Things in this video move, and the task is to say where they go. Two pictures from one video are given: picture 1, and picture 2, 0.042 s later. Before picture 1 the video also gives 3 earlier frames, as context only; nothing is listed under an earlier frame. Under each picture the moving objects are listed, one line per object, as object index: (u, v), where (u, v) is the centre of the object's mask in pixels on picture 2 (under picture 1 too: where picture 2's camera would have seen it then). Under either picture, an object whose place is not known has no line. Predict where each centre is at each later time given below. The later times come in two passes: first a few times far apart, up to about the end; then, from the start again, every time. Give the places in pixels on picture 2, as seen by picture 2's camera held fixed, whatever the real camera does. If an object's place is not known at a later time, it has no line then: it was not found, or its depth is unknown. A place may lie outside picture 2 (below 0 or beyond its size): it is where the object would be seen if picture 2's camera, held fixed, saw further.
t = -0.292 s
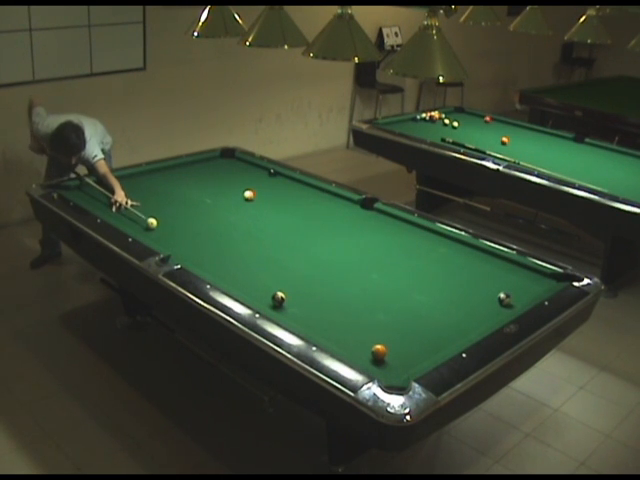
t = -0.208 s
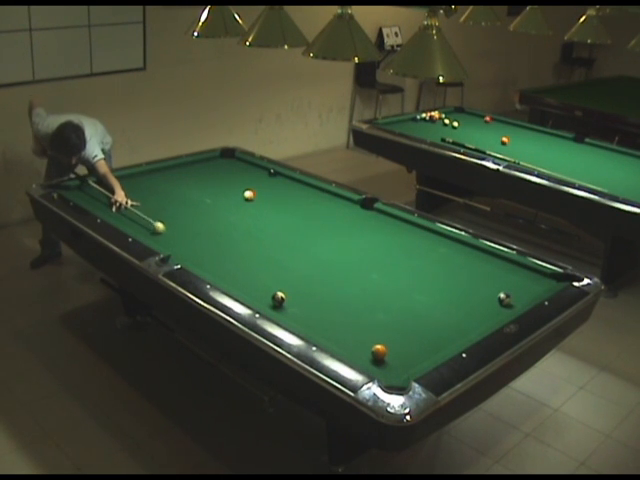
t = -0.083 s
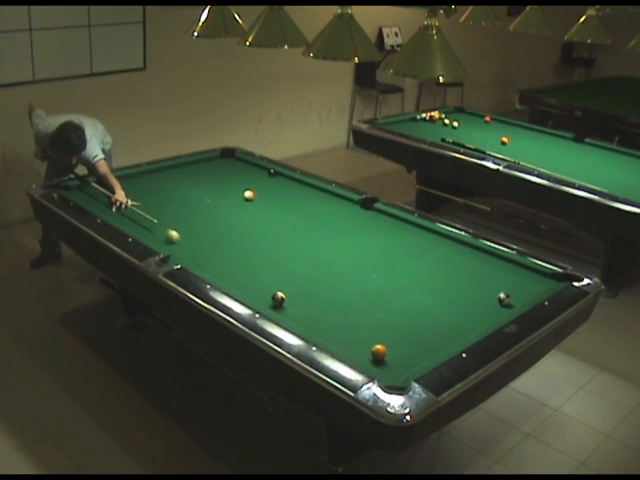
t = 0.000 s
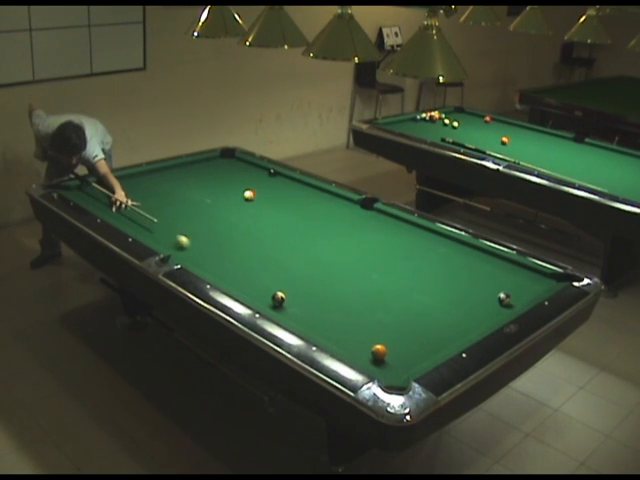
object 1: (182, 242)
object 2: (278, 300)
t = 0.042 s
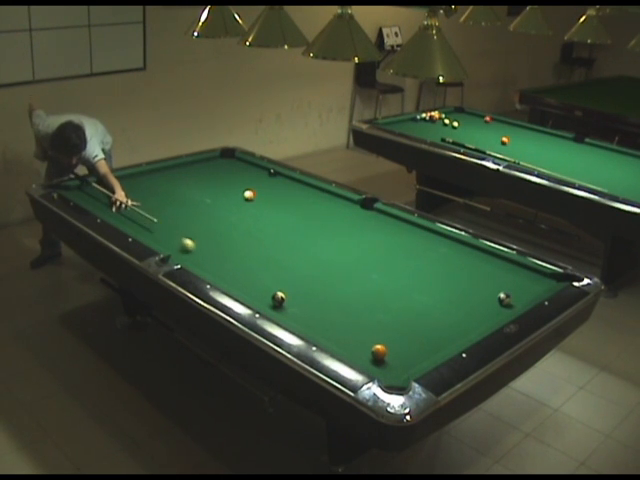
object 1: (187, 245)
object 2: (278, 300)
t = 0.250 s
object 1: (213, 261)
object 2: (278, 300)
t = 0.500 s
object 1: (248, 281)
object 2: (278, 300)
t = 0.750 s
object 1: (274, 294)
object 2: (290, 308)
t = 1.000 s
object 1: (283, 297)
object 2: (312, 323)
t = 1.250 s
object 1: (292, 299)
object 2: (332, 337)
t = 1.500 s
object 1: (299, 301)
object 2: (355, 351)
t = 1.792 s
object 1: (306, 302)
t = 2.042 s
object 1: (311, 303)
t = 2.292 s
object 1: (314, 304)
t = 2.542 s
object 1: (315, 304)
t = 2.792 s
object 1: (316, 304)
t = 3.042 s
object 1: (316, 304)
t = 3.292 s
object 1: (316, 304)
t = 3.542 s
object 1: (316, 304)
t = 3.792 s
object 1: (316, 304)
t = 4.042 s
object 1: (316, 304)
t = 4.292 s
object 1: (316, 304)
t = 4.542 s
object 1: (316, 304)
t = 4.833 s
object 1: (316, 304)
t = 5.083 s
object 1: (316, 304)
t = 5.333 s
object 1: (316, 304)
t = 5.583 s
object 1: (316, 304)
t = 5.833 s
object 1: (316, 304)
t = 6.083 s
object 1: (316, 304)
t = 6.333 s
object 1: (316, 304)
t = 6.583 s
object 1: (316, 304)
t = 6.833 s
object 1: (316, 304)
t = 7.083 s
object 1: (316, 304)
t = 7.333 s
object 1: (316, 304)
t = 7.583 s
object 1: (316, 304)
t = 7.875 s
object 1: (316, 304)
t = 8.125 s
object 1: (316, 304)
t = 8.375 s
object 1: (316, 304)
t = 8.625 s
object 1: (316, 304)
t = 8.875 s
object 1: (316, 304)
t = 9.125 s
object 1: (316, 304)
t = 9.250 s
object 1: (316, 304)
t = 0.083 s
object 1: (192, 248)
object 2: (278, 300)
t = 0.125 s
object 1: (197, 251)
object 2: (278, 300)
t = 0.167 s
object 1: (202, 254)
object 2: (278, 300)
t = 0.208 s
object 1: (208, 257)
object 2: (278, 300)
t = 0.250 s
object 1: (213, 261)
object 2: (278, 300)
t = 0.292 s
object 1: (219, 264)
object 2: (278, 300)
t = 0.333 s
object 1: (225, 267)
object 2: (278, 300)
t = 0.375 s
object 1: (231, 270)
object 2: (278, 300)
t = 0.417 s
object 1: (237, 274)
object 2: (278, 300)
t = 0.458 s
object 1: (243, 277)
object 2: (278, 300)
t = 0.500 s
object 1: (248, 281)
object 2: (278, 300)
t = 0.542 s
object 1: (255, 285)
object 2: (278, 300)
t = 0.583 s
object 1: (261, 289)
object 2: (278, 300)
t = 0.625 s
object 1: (267, 291)
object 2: (278, 300)
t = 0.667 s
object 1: (271, 293)
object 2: (281, 301)
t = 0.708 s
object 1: (272, 294)
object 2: (286, 305)
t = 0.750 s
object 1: (274, 294)
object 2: (290, 308)
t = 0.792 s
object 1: (276, 295)
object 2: (293, 311)
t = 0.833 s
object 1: (277, 295)
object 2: (297, 313)
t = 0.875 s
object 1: (279, 295)
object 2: (300, 316)
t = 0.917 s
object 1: (280, 296)
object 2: (304, 318)
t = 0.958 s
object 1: (282, 296)
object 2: (307, 320)
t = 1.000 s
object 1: (283, 297)
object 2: (312, 323)
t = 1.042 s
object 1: (285, 297)
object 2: (315, 325)
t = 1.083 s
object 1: (286, 298)
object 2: (319, 327)
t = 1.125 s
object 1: (288, 298)
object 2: (322, 330)
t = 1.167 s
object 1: (289, 298)
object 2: (325, 333)
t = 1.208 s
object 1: (290, 298)
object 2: (329, 334)
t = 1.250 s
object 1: (292, 299)
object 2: (332, 337)
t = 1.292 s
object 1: (293, 299)
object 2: (336, 339)
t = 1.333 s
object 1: (295, 299)
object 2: (340, 342)
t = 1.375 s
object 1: (296, 299)
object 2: (343, 343)
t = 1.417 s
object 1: (297, 299)
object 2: (347, 346)
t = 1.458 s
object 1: (298, 301)
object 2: (351, 348)
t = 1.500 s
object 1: (299, 301)
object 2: (355, 351)
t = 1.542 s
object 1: (301, 301)
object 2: (358, 353)
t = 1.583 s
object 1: (302, 301)
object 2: (362, 355)
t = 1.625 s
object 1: (302, 301)
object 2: (365, 358)
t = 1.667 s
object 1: (304, 302)
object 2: (369, 360)
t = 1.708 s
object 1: (304, 302)
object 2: (371, 361)
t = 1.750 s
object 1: (305, 302)
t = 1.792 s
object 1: (306, 302)
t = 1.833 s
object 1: (307, 302)
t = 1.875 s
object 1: (308, 302)
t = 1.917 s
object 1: (308, 303)
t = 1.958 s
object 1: (309, 303)
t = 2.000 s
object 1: (310, 303)
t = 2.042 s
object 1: (311, 303)
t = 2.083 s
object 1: (311, 304)
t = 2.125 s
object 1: (312, 304)
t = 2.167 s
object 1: (312, 304)
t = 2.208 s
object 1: (312, 305)
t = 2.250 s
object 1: (313, 304)
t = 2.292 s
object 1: (314, 304)
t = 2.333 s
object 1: (314, 304)
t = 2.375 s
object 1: (314, 304)
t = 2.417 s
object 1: (315, 304)
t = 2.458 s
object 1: (315, 304)
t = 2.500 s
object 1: (315, 304)
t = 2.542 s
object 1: (315, 304)
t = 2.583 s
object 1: (316, 304)
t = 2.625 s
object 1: (316, 304)
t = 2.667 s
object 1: (316, 304)
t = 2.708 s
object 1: (316, 304)
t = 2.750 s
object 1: (316, 304)
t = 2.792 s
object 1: (316, 304)
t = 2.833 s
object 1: (316, 304)
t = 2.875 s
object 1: (316, 304)
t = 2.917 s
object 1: (316, 304)
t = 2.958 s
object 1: (316, 304)
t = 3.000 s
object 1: (316, 304)
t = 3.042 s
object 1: (316, 304)
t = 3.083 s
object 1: (316, 304)
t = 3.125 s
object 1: (316, 304)
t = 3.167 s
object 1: (316, 304)
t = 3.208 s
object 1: (316, 304)
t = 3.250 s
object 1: (316, 304)
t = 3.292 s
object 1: (316, 304)
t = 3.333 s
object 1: (316, 304)
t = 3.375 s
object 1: (316, 304)
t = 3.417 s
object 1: (316, 304)
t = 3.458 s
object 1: (316, 304)
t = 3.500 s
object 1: (316, 304)
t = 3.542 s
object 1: (316, 304)
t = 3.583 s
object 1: (316, 304)
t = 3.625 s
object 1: (316, 304)
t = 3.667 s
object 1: (316, 304)
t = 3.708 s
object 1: (316, 304)
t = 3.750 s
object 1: (316, 304)
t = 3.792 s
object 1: (316, 304)
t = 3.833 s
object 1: (316, 304)
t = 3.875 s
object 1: (316, 304)
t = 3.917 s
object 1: (316, 304)
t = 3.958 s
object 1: (316, 304)
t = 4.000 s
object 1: (316, 304)
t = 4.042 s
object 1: (316, 304)
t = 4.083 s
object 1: (316, 304)
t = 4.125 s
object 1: (316, 304)
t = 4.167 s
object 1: (316, 304)
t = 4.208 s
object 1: (316, 304)
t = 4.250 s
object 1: (316, 304)
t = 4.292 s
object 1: (316, 304)
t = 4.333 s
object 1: (316, 304)
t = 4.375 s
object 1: (316, 304)
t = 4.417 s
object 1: (316, 304)
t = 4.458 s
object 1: (316, 304)
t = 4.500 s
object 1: (316, 304)
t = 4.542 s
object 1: (316, 304)
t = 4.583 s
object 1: (316, 304)
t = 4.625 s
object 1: (316, 304)
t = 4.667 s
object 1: (316, 304)
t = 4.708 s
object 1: (316, 304)
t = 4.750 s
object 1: (316, 304)
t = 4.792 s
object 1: (316, 304)
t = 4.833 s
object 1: (316, 304)
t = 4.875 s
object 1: (316, 304)
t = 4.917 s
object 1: (316, 304)
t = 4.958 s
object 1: (316, 304)
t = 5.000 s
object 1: (316, 304)
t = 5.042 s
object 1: (316, 304)
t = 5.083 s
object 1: (316, 304)
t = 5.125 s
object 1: (316, 304)
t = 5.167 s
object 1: (316, 304)
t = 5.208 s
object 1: (316, 304)
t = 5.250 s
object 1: (316, 304)
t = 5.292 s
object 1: (316, 304)
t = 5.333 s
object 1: (316, 304)
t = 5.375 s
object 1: (316, 304)
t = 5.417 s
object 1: (316, 304)
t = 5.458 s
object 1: (316, 304)
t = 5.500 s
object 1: (316, 304)
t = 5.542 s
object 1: (316, 304)
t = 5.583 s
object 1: (316, 304)
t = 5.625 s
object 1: (316, 304)
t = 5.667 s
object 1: (316, 304)
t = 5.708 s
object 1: (316, 304)
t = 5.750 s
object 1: (316, 304)
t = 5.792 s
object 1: (316, 304)
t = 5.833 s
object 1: (316, 304)
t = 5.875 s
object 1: (316, 304)
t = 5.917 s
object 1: (316, 304)
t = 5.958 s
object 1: (316, 304)
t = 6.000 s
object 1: (316, 304)
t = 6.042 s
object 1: (316, 304)
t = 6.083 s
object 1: (316, 304)
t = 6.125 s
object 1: (316, 304)
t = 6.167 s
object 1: (316, 304)
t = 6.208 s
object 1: (316, 304)
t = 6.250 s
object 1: (316, 304)
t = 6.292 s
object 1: (316, 304)
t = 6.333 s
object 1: (316, 304)
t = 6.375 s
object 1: (316, 304)
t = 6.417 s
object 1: (316, 304)
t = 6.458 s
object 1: (316, 304)
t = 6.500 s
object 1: (316, 304)
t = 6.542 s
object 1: (316, 304)
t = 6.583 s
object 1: (316, 304)
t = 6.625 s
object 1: (316, 304)
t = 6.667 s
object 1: (316, 304)
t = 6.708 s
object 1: (316, 304)
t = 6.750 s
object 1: (316, 304)
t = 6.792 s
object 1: (316, 304)
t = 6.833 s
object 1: (316, 304)
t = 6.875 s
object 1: (316, 304)
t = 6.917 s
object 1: (316, 304)
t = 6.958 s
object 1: (316, 304)
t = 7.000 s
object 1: (316, 304)
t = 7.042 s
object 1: (316, 304)
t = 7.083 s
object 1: (316, 304)
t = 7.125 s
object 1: (316, 304)
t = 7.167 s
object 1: (316, 304)
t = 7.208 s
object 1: (316, 304)
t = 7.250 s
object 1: (316, 304)
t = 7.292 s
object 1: (316, 304)
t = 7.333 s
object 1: (316, 304)
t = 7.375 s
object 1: (316, 304)
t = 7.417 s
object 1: (316, 304)
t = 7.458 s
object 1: (316, 304)
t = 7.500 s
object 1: (316, 304)
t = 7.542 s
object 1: (316, 304)
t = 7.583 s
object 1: (316, 304)
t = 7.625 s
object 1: (316, 304)
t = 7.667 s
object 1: (316, 304)
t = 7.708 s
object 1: (316, 304)
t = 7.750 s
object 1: (316, 304)
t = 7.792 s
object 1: (316, 304)
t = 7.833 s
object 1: (316, 304)
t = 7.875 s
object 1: (316, 304)
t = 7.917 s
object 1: (316, 304)
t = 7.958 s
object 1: (316, 304)
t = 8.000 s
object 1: (316, 304)
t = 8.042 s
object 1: (316, 304)
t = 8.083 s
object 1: (316, 304)
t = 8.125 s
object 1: (316, 304)
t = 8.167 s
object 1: (316, 304)
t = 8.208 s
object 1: (316, 304)
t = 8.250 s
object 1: (316, 304)
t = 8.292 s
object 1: (316, 304)
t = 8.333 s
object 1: (316, 304)
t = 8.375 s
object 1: (316, 304)
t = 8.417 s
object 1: (316, 304)
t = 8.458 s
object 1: (316, 304)
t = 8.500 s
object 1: (316, 304)
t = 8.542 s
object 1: (316, 304)
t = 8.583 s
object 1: (316, 304)
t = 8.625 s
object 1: (316, 304)
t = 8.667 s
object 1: (316, 304)
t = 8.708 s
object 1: (316, 304)
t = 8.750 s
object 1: (316, 304)
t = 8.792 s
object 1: (316, 304)
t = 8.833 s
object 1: (316, 304)
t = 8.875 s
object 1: (316, 304)
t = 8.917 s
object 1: (316, 304)
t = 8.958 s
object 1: (316, 304)
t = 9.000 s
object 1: (316, 304)
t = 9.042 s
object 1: (316, 304)
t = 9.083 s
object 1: (316, 304)
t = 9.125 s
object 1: (316, 304)
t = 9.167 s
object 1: (316, 304)
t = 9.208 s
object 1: (316, 304)
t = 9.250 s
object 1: (316, 304)
